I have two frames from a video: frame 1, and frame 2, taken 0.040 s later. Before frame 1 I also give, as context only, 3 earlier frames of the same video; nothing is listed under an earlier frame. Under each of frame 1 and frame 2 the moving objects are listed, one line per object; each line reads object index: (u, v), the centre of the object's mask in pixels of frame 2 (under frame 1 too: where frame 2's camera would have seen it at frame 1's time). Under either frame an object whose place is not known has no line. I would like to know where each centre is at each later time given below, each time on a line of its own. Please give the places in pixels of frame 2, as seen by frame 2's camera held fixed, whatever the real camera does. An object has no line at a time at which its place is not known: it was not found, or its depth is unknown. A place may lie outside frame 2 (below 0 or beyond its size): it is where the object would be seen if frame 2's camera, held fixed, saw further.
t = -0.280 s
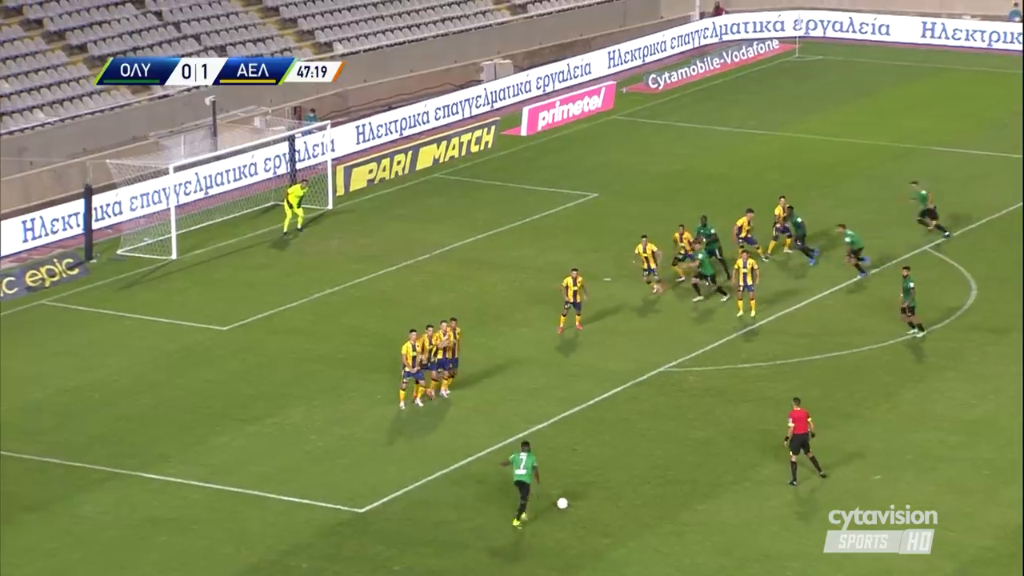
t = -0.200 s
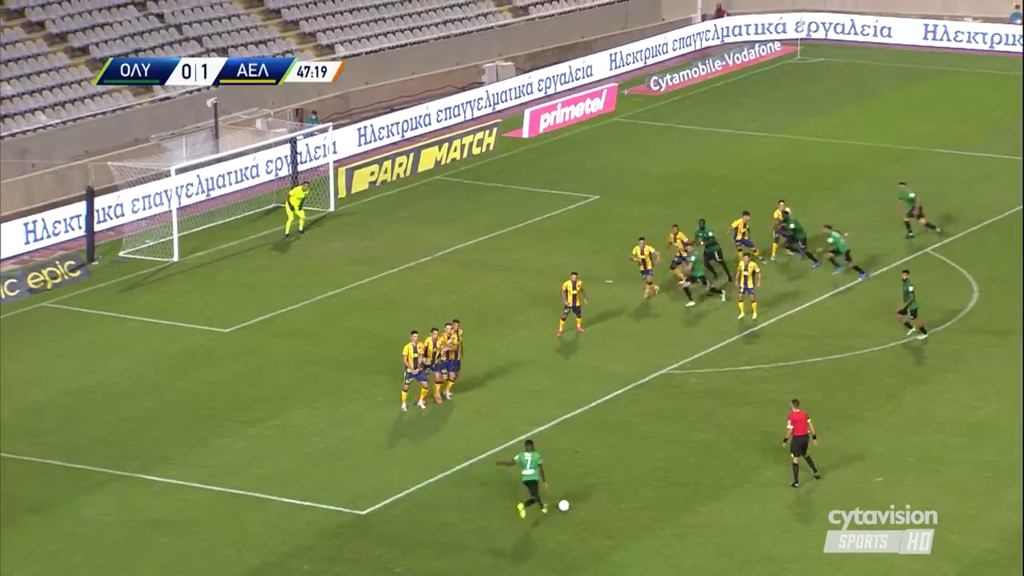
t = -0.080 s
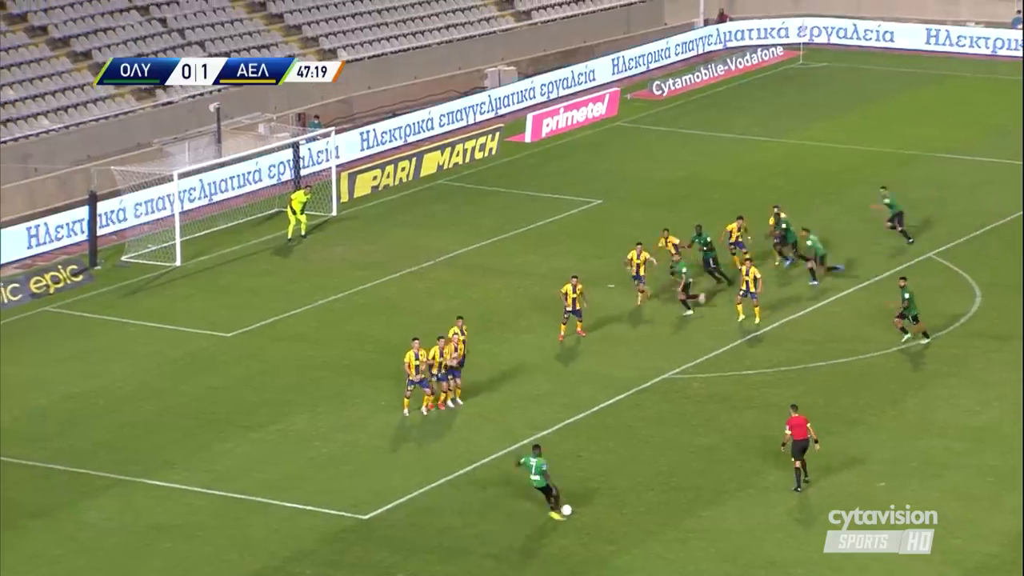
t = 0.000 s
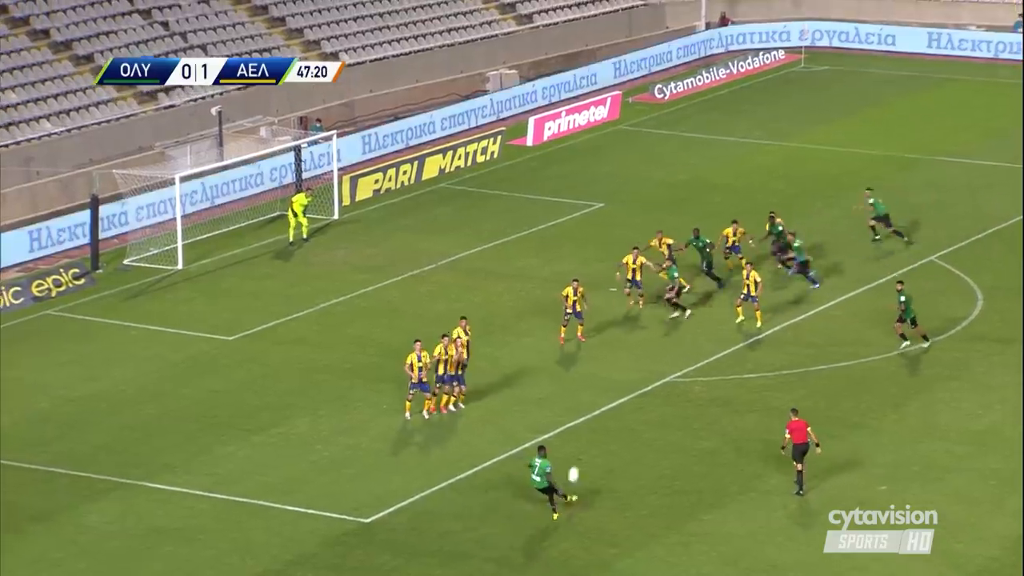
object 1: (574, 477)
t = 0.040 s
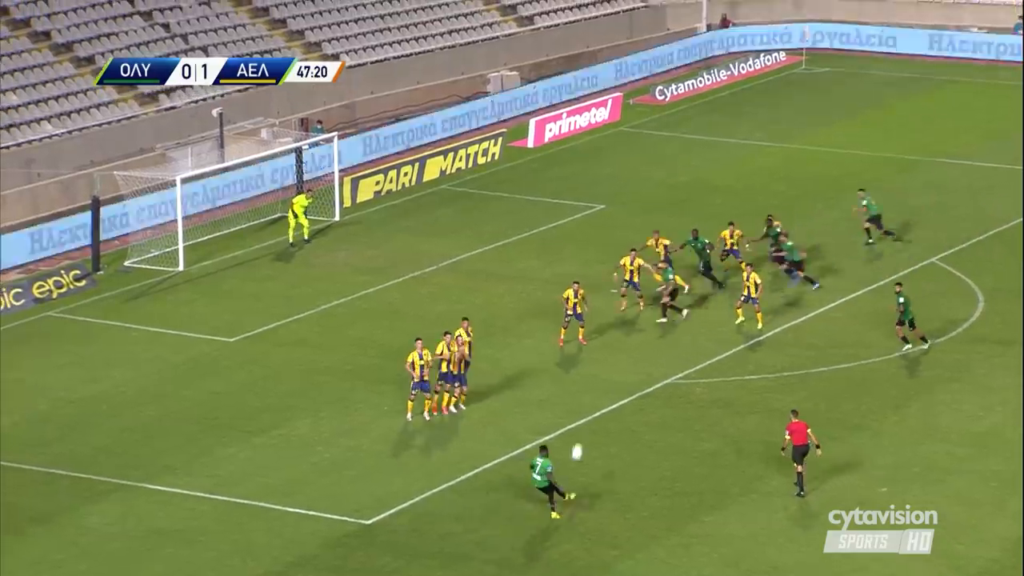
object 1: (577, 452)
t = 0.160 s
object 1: (581, 386)
